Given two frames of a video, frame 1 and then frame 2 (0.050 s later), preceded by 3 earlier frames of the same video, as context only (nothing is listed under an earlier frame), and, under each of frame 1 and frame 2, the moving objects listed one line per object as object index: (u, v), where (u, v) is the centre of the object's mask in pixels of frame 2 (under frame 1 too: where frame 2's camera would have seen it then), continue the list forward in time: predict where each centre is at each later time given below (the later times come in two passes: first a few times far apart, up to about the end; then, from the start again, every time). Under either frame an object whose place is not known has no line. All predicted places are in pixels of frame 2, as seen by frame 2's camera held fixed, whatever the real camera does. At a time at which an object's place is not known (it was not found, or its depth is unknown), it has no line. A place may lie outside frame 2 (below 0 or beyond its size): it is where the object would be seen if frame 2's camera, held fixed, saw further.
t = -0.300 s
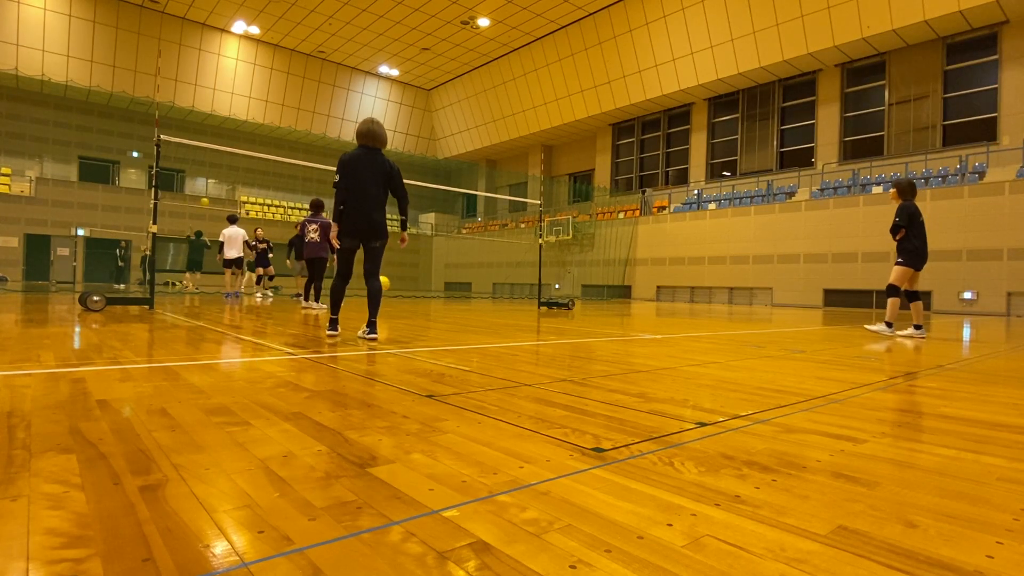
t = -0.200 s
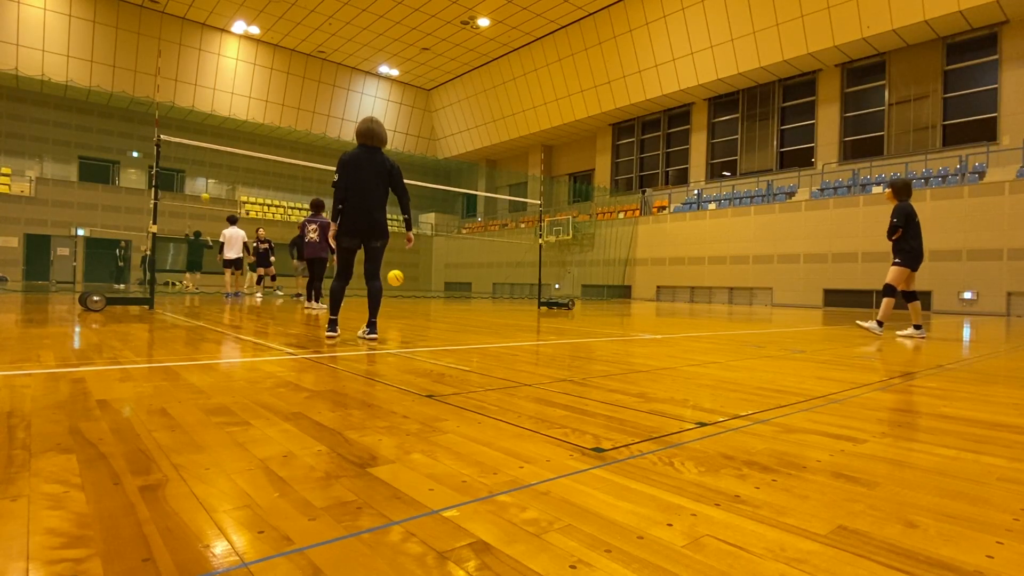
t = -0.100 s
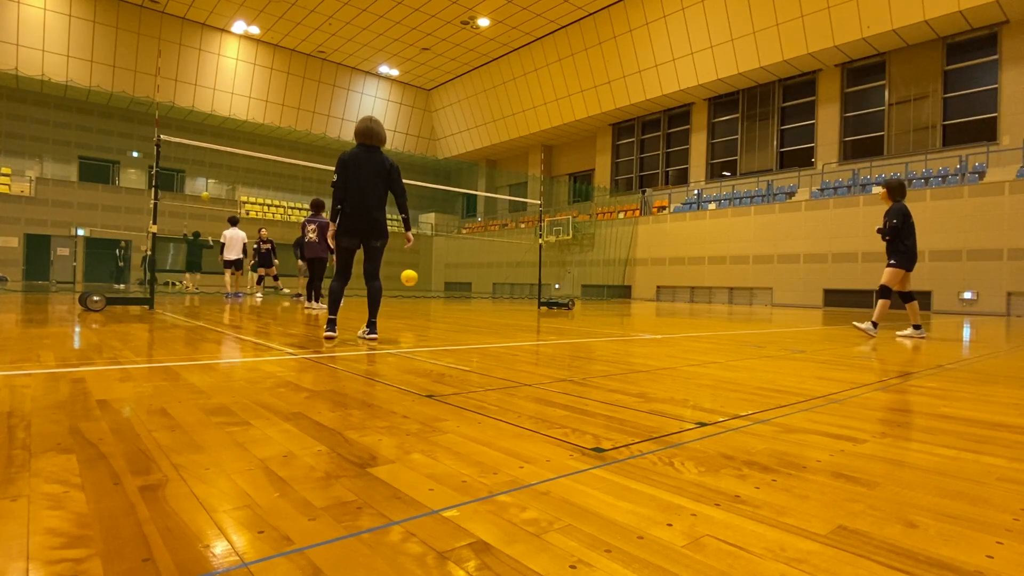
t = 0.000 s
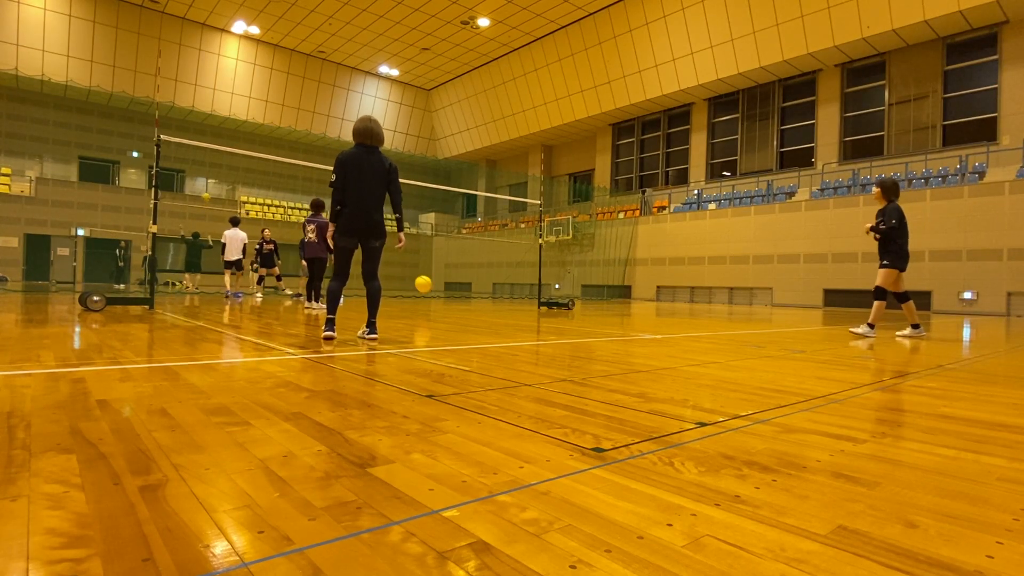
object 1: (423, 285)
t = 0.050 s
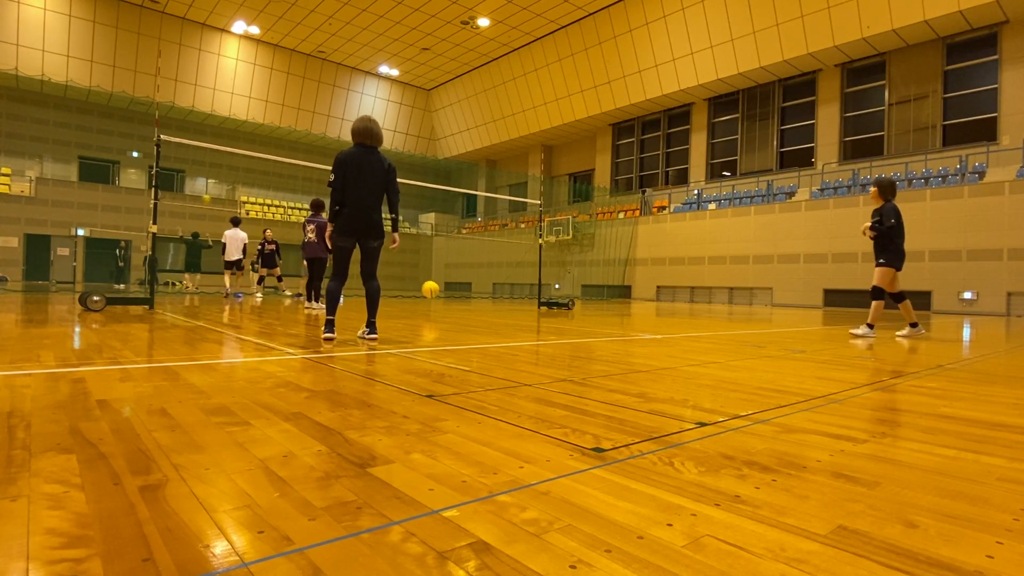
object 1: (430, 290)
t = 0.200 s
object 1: (452, 298)
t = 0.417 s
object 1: (486, 292)
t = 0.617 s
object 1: (517, 304)
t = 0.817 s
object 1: (552, 302)
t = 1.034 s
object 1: (593, 307)
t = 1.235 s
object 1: (633, 313)
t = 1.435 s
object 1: (678, 316)
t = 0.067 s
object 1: (433, 292)
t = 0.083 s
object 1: (435, 294)
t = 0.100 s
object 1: (437, 297)
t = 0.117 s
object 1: (440, 300)
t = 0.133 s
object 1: (442, 303)
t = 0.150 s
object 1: (444, 304)
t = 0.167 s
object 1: (447, 303)
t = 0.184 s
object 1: (450, 300)
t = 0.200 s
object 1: (452, 298)
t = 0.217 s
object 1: (455, 297)
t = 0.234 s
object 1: (457, 296)
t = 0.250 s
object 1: (460, 295)
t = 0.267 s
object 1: (462, 294)
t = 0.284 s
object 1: (465, 293)
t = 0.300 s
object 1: (467, 292)
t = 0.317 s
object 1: (470, 292)
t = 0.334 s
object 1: (473, 291)
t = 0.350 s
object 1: (475, 291)
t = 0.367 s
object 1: (478, 291)
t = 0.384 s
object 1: (480, 291)
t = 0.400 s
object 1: (483, 291)
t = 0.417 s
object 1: (486, 292)
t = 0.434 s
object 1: (488, 293)
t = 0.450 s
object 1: (491, 294)
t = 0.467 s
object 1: (494, 295)
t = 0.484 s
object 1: (496, 297)
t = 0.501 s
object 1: (498, 298)
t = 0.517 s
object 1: (501, 301)
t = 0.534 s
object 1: (504, 303)
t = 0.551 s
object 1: (506, 305)
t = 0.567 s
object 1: (509, 308)
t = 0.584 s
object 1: (511, 308)
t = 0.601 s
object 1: (515, 307)
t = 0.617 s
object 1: (517, 304)
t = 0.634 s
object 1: (520, 303)
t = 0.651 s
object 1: (523, 302)
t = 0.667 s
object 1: (527, 301)
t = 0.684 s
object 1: (529, 300)
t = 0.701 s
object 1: (532, 299)
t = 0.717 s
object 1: (535, 299)
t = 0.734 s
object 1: (538, 300)
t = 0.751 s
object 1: (541, 300)
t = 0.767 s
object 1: (544, 301)
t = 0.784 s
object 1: (546, 301)
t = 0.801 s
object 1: (549, 302)
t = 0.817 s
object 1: (552, 302)
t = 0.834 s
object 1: (555, 303)
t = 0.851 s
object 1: (558, 304)
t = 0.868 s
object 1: (562, 306)
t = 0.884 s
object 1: (564, 308)
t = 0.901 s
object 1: (567, 310)
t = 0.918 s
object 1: (570, 311)
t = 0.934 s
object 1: (573, 311)
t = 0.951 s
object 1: (577, 309)
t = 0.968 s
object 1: (580, 308)
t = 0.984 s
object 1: (583, 307)
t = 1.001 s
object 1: (587, 307)
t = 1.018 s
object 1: (590, 307)
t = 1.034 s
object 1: (593, 307)
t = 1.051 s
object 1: (596, 307)
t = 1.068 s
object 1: (600, 308)
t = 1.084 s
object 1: (603, 308)
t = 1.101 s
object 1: (606, 309)
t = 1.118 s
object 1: (609, 310)
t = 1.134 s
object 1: (613, 311)
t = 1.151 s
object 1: (617, 313)
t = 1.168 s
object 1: (619, 314)
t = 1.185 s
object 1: (622, 315)
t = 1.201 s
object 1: (626, 314)
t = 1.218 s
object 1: (629, 313)
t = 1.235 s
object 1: (633, 313)
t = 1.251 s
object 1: (637, 312)
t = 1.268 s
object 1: (641, 312)
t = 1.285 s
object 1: (644, 312)
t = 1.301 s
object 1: (647, 312)
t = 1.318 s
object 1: (651, 313)
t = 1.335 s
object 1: (655, 314)
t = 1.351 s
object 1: (659, 315)
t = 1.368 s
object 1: (663, 316)
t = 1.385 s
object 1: (666, 317)
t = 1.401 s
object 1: (670, 317)
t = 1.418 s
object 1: (674, 316)
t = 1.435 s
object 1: (678, 316)
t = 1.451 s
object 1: (682, 316)
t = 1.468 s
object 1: (685, 316)
